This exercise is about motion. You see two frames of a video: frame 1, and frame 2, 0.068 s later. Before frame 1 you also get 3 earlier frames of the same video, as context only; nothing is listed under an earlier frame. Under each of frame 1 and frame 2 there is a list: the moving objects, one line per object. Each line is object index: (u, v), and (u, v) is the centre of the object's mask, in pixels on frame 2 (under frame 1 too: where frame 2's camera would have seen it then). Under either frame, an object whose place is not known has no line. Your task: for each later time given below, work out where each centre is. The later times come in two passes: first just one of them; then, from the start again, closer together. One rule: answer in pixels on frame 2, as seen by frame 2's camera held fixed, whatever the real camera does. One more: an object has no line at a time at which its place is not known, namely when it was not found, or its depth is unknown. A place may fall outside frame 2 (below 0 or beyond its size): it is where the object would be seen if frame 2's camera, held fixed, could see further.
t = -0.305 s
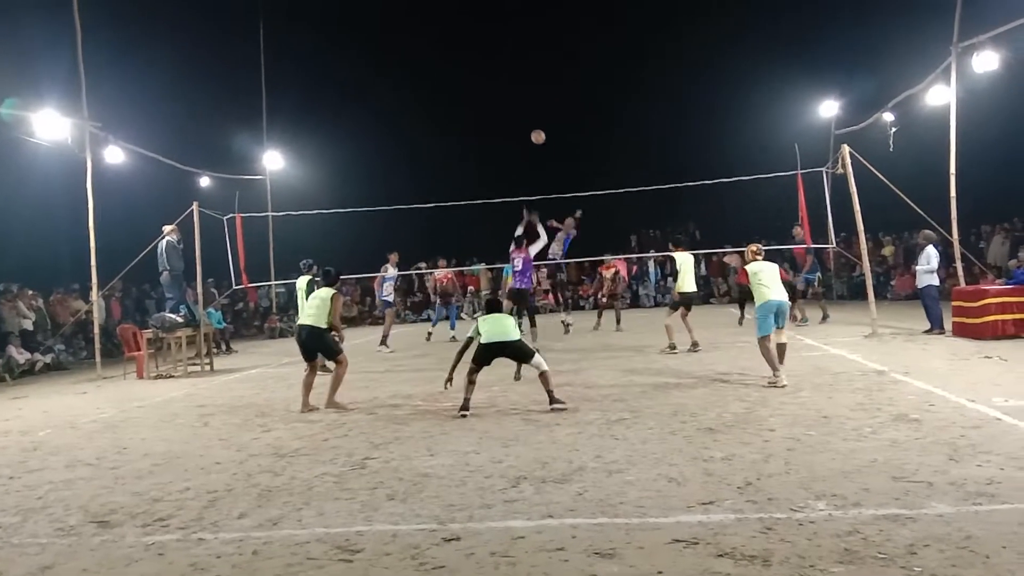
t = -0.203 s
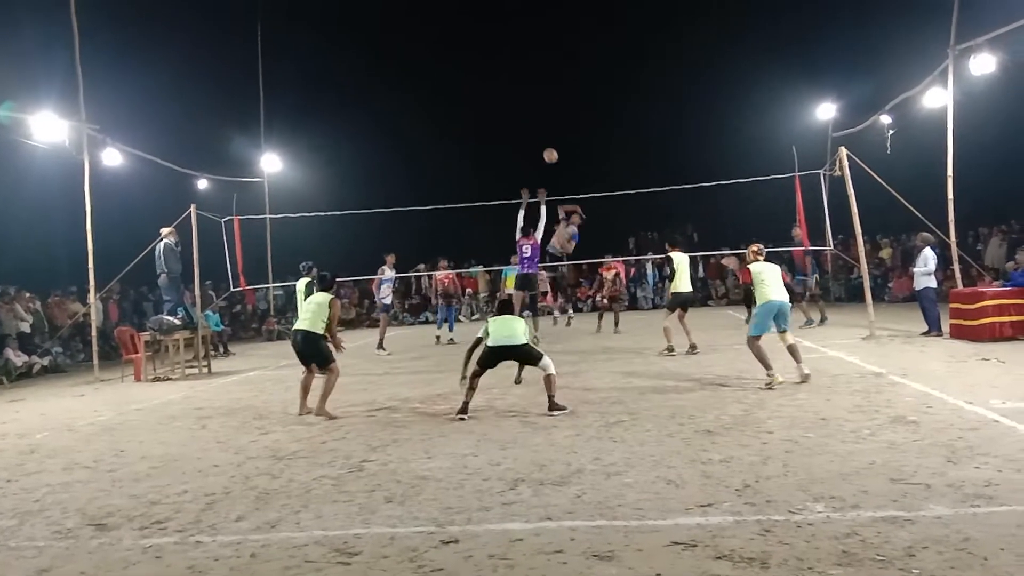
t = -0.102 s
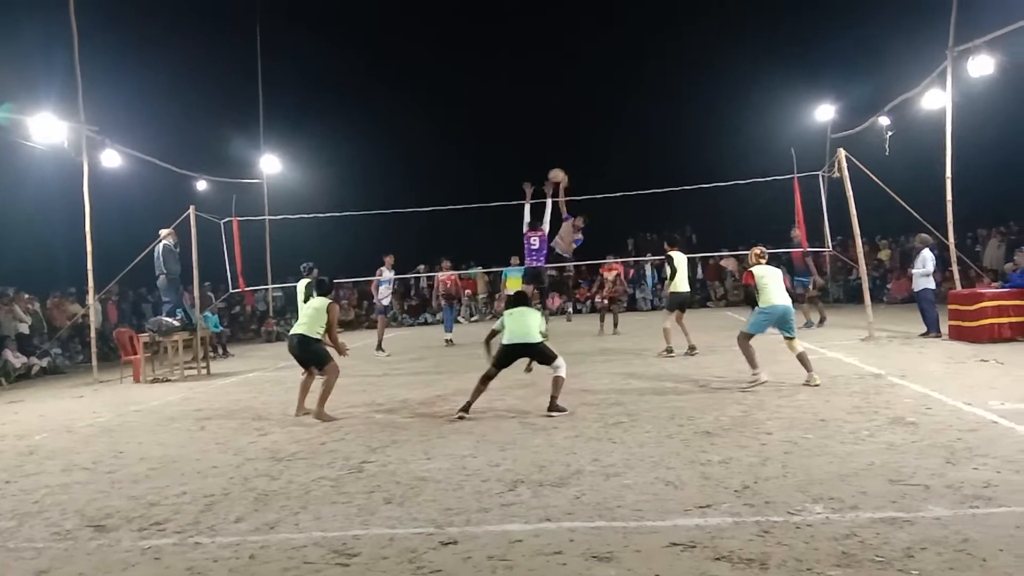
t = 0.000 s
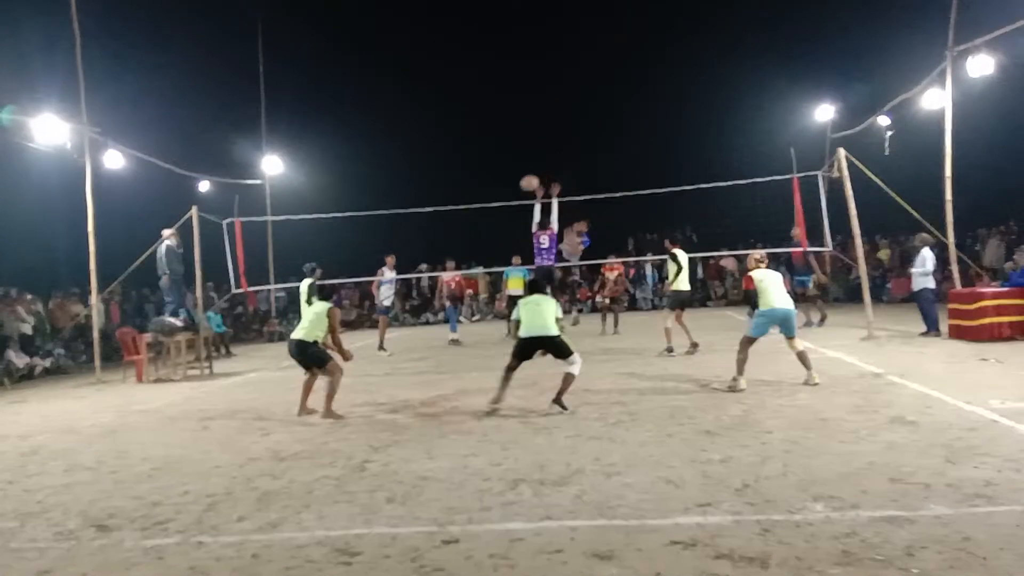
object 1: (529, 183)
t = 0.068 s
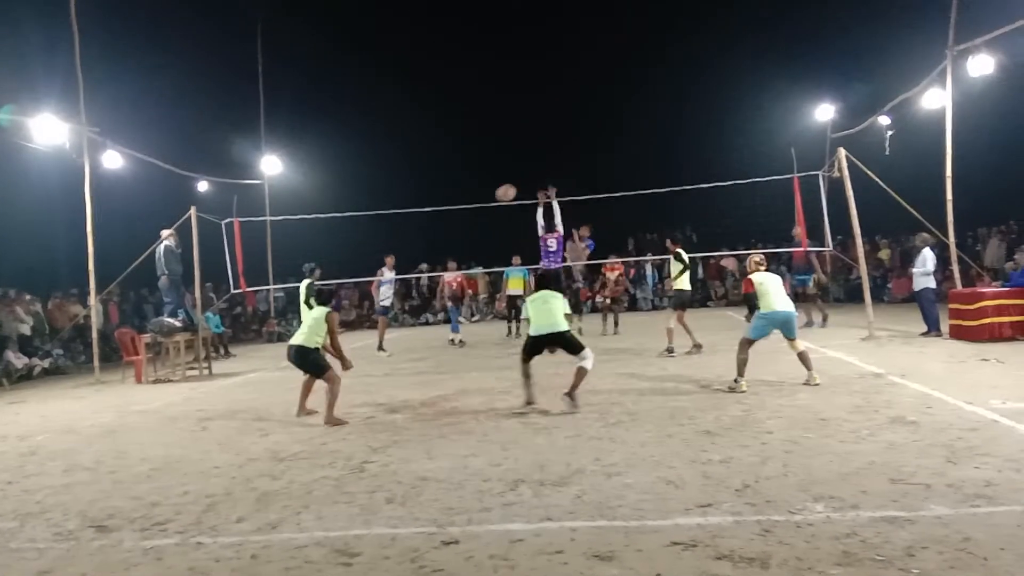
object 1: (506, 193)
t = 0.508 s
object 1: (217, 457)
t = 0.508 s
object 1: (217, 457)
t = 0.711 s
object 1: (6, 410)
